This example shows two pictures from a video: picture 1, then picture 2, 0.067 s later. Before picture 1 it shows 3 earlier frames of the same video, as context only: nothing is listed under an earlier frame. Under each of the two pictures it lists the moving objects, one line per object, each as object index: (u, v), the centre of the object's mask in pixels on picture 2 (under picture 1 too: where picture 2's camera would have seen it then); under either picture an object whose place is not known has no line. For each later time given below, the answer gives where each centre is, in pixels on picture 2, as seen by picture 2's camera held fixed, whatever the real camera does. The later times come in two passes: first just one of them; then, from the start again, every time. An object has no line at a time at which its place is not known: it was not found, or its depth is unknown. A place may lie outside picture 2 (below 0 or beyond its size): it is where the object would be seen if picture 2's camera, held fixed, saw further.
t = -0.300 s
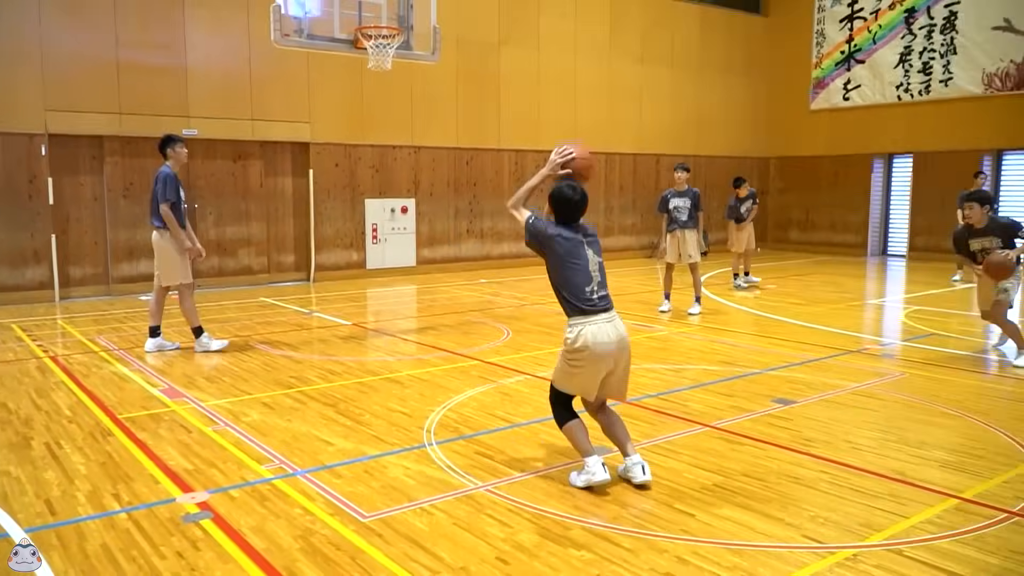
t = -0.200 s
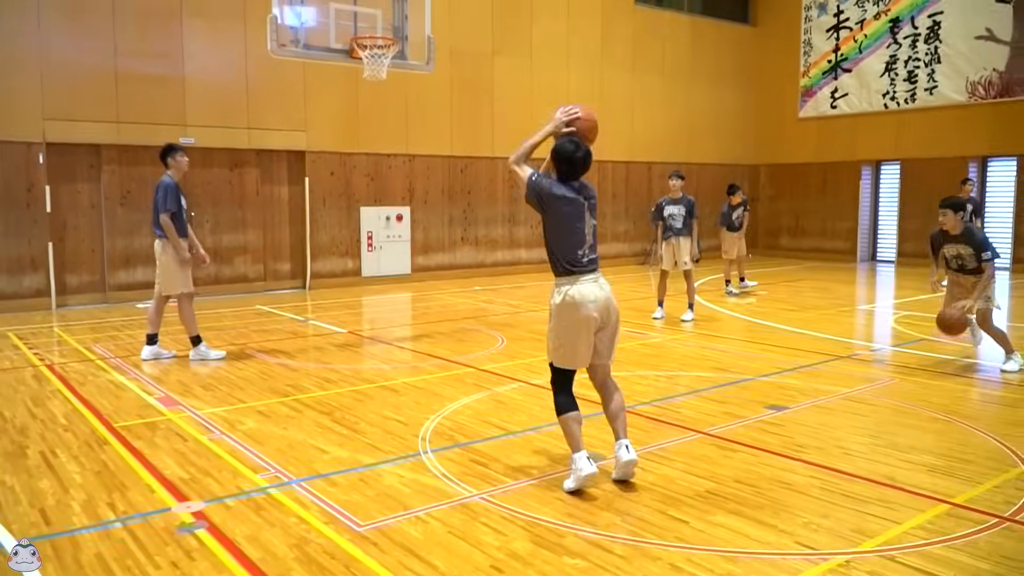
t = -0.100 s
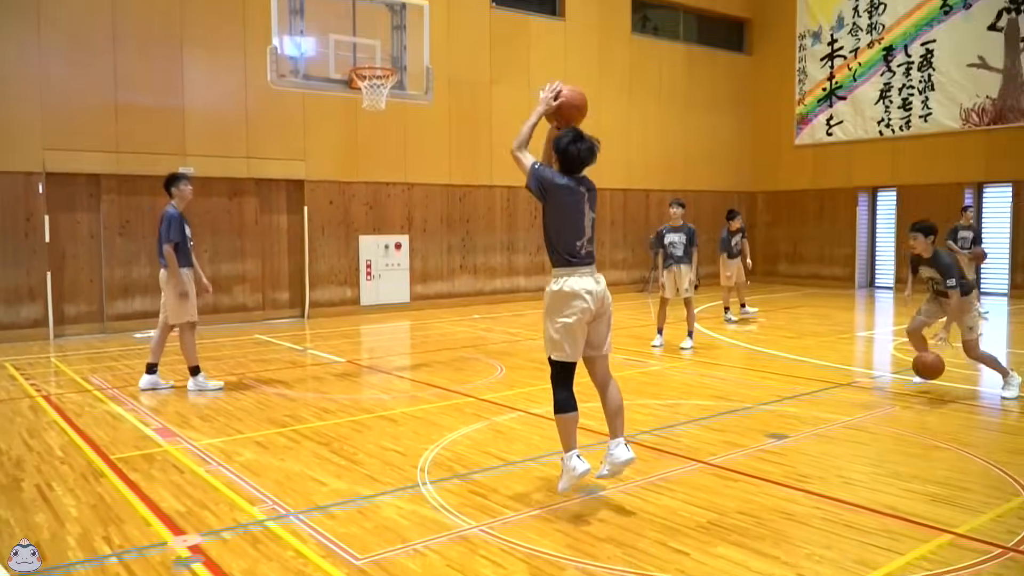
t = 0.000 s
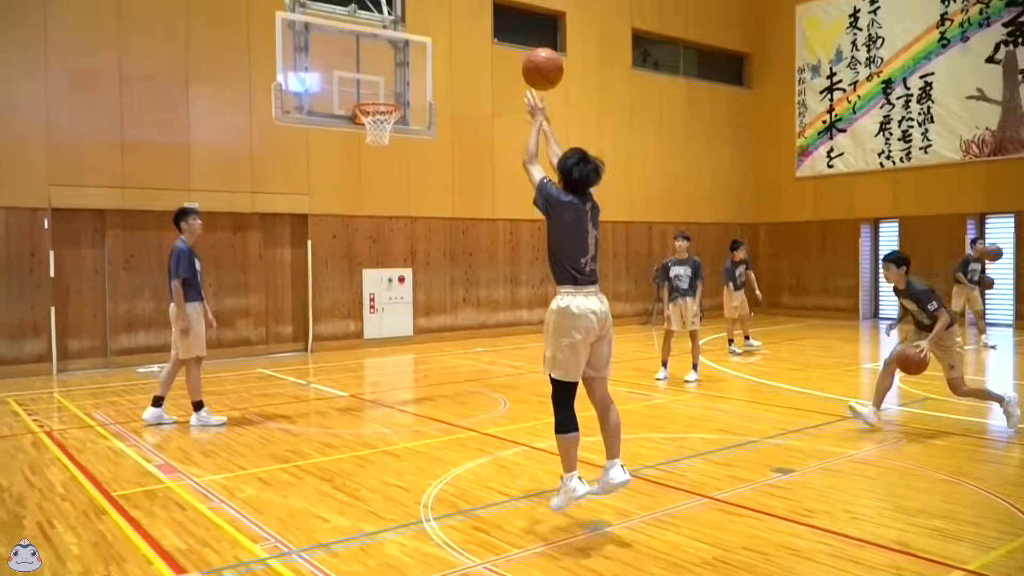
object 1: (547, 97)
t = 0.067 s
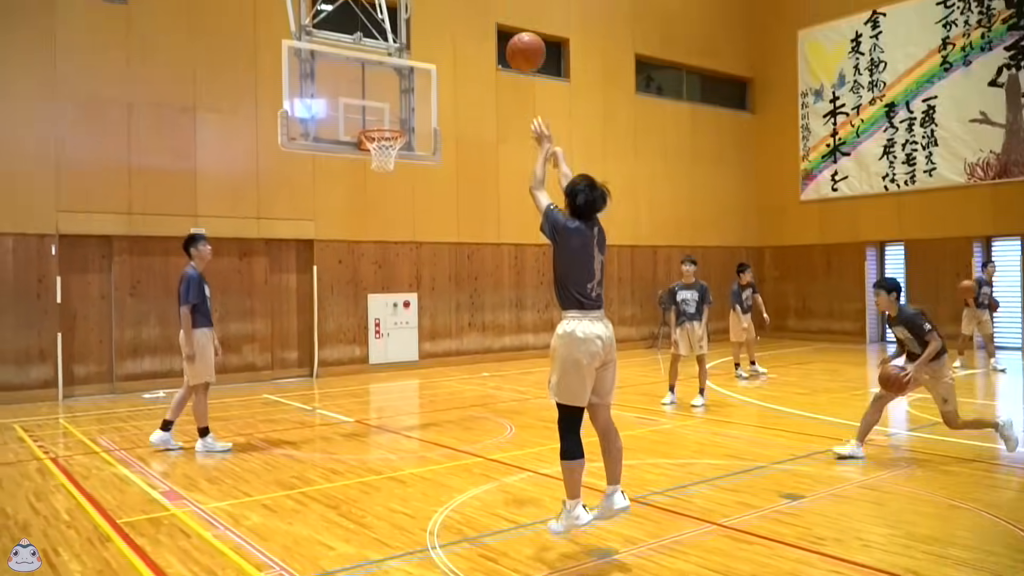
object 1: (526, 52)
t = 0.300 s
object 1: (468, -19)
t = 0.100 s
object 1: (516, 35)
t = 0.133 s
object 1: (506, 19)
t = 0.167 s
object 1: (498, 8)
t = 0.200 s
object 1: (491, -1)
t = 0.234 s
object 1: (483, -10)
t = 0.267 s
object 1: (475, -15)
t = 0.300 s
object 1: (468, -19)
